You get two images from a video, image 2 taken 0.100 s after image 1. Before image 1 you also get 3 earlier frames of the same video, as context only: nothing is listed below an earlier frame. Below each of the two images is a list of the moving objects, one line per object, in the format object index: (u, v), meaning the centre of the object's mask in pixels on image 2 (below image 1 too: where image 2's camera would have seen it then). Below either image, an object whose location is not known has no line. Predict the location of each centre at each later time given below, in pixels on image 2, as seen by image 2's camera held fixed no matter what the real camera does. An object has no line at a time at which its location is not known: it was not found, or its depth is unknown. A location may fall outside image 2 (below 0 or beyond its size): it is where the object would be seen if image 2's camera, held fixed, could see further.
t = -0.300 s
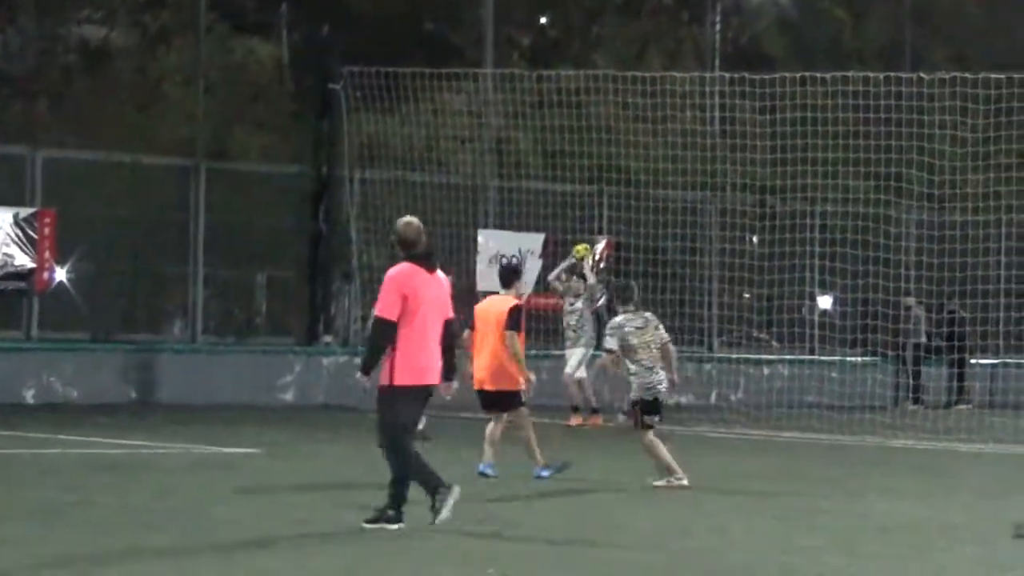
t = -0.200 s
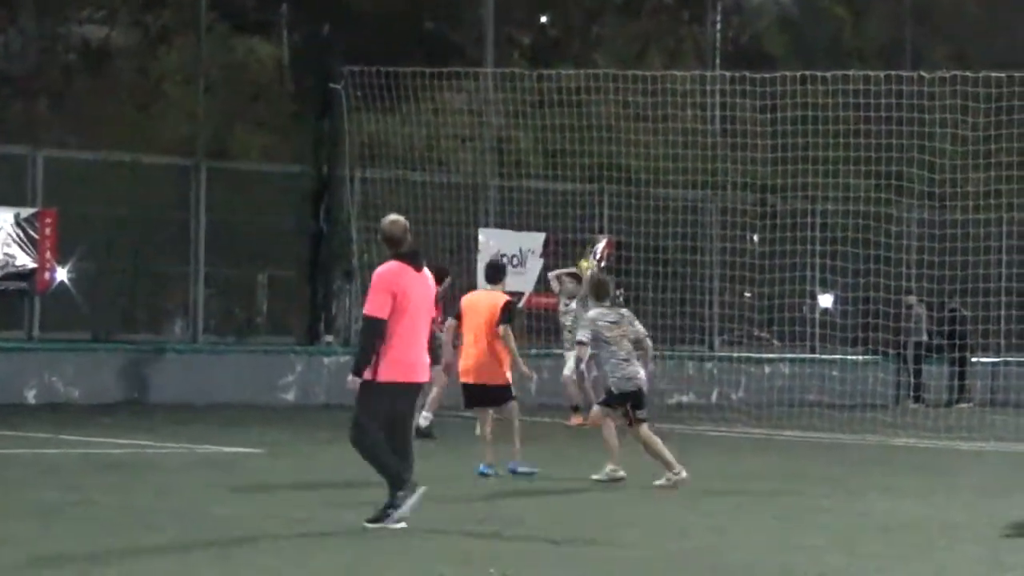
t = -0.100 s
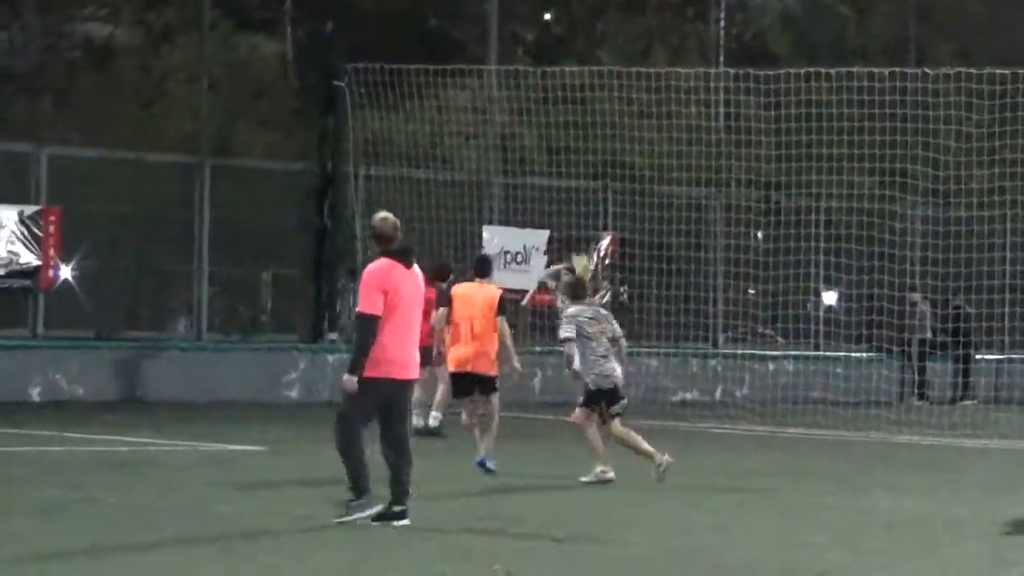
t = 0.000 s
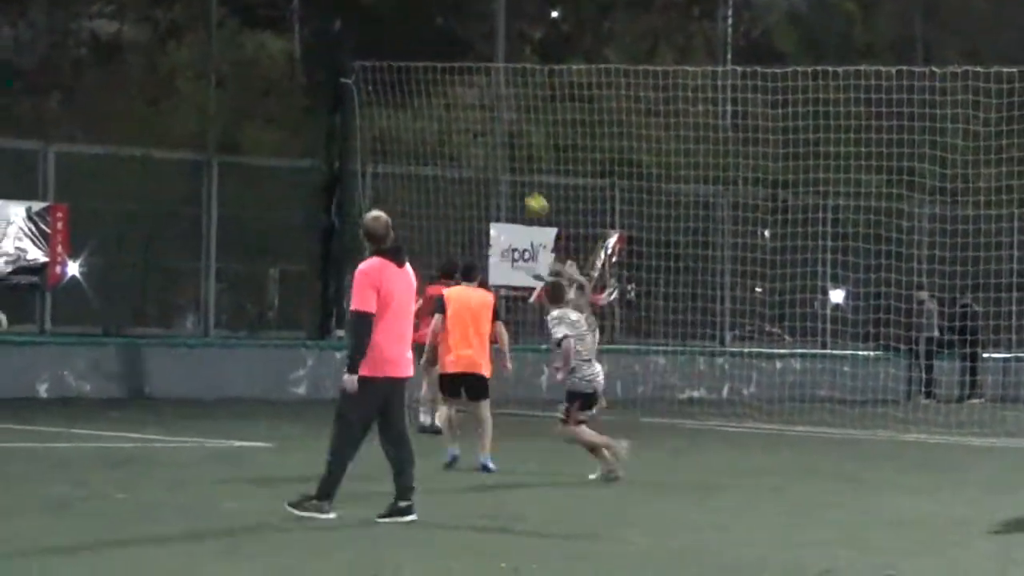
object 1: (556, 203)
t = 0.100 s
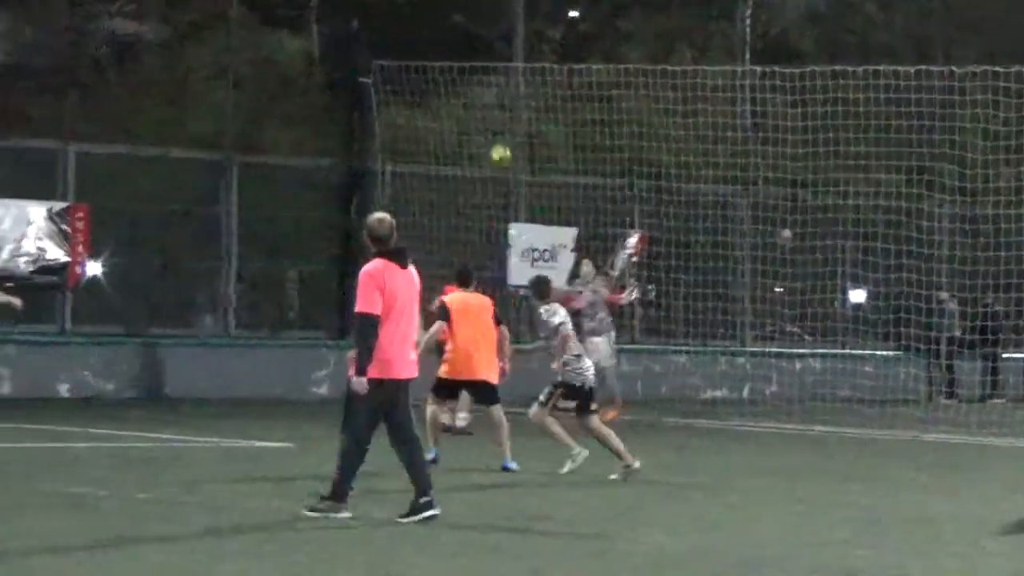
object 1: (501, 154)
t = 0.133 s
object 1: (482, 140)
